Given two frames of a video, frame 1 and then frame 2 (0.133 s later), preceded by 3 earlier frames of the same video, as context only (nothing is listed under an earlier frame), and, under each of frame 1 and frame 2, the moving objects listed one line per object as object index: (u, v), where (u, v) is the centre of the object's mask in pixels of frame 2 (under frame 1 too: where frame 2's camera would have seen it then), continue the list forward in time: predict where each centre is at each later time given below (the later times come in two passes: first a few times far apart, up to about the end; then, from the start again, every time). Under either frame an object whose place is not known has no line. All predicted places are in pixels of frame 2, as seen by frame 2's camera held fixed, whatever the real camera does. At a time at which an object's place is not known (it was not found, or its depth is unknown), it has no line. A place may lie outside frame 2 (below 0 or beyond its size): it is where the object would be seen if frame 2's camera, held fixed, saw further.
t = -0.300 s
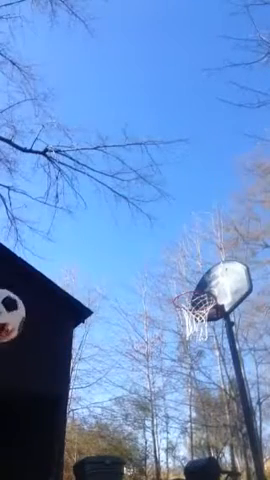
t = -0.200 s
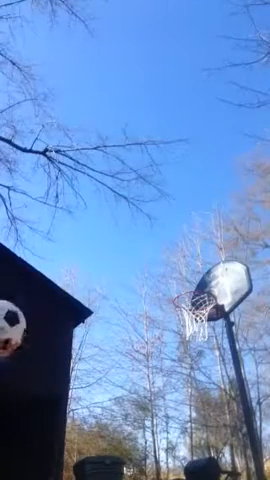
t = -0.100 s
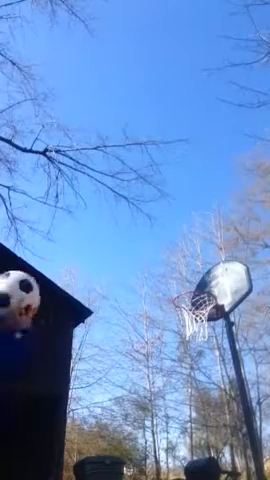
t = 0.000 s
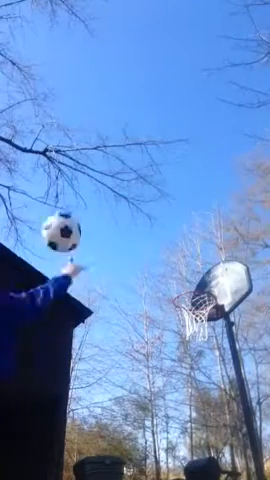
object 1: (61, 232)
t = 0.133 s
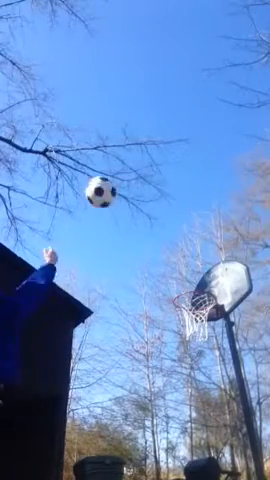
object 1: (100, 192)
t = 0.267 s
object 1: (126, 179)
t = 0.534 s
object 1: (161, 202)
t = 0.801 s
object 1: (191, 269)
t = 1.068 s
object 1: (219, 339)
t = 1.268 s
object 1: (257, 468)
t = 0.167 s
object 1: (107, 187)
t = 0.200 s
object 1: (114, 183)
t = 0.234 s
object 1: (121, 181)
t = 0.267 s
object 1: (126, 179)
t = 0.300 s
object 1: (130, 179)
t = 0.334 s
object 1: (135, 181)
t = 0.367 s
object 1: (139, 182)
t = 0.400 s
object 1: (145, 184)
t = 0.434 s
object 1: (149, 188)
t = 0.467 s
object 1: (153, 192)
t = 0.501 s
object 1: (157, 196)
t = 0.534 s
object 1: (161, 202)
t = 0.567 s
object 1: (165, 207)
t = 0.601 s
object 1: (169, 214)
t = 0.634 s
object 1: (172, 222)
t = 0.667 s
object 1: (175, 230)
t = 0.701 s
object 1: (179, 239)
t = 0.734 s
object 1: (183, 248)
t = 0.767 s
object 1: (187, 258)
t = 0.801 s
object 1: (191, 269)
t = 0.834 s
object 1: (193, 279)
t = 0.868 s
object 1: (197, 287)
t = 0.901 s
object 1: (200, 294)
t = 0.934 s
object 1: (201, 299)
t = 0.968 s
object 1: (206, 307)
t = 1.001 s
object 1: (212, 315)
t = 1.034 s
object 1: (216, 327)
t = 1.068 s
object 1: (219, 339)
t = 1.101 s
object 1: (227, 353)
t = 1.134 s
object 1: (231, 372)
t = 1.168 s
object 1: (237, 389)
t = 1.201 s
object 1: (245, 414)
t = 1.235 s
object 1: (252, 441)
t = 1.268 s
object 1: (257, 468)
